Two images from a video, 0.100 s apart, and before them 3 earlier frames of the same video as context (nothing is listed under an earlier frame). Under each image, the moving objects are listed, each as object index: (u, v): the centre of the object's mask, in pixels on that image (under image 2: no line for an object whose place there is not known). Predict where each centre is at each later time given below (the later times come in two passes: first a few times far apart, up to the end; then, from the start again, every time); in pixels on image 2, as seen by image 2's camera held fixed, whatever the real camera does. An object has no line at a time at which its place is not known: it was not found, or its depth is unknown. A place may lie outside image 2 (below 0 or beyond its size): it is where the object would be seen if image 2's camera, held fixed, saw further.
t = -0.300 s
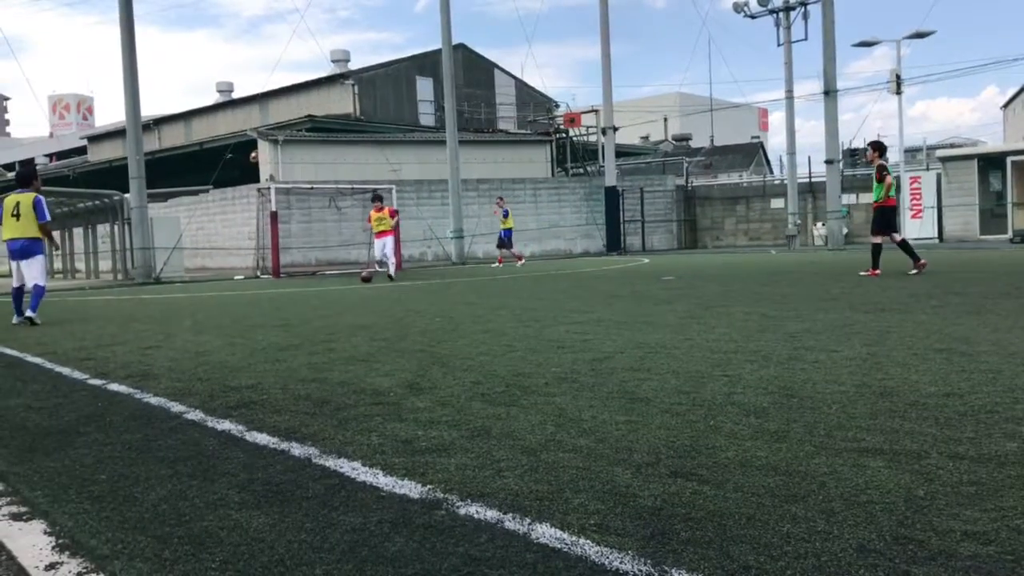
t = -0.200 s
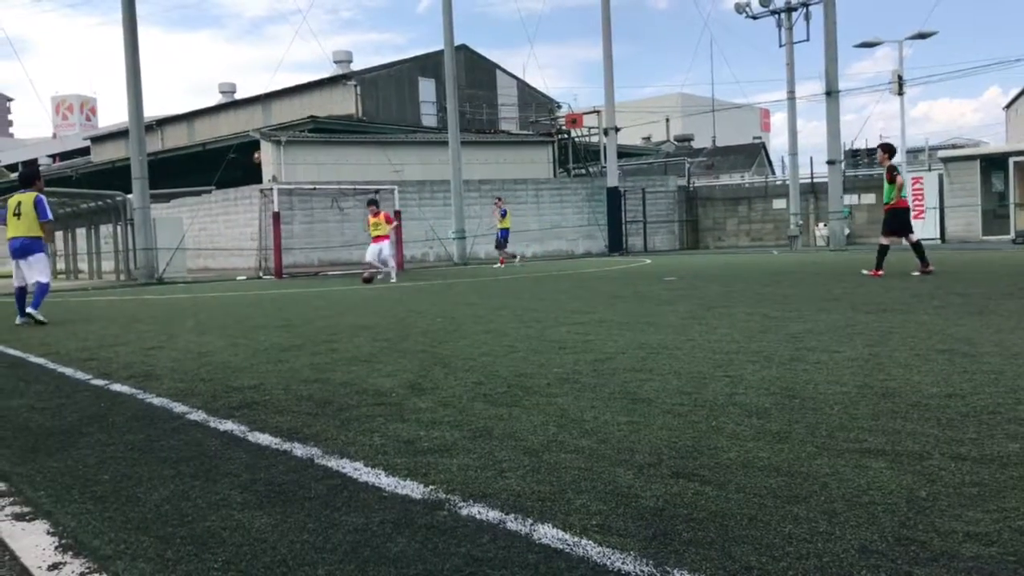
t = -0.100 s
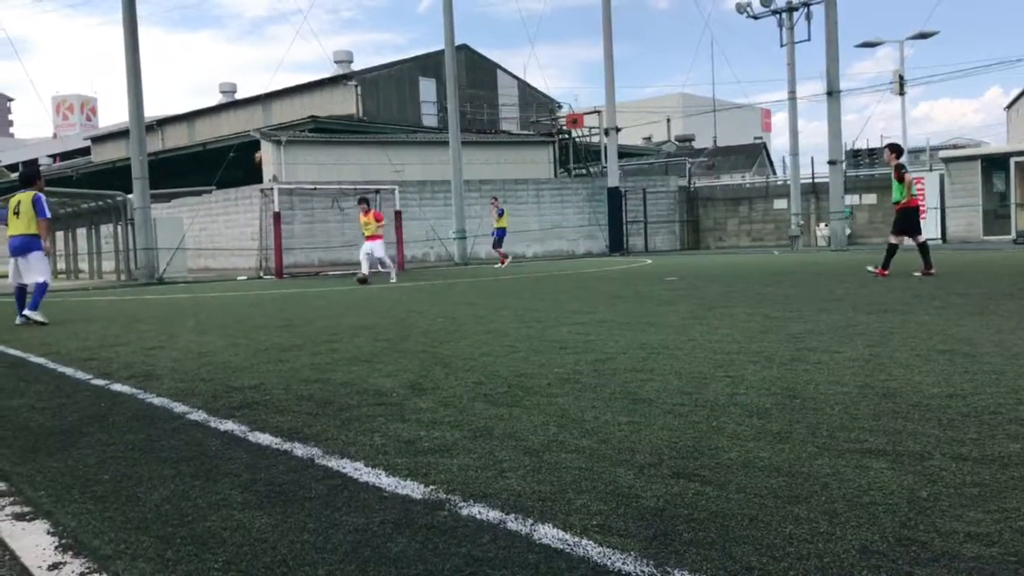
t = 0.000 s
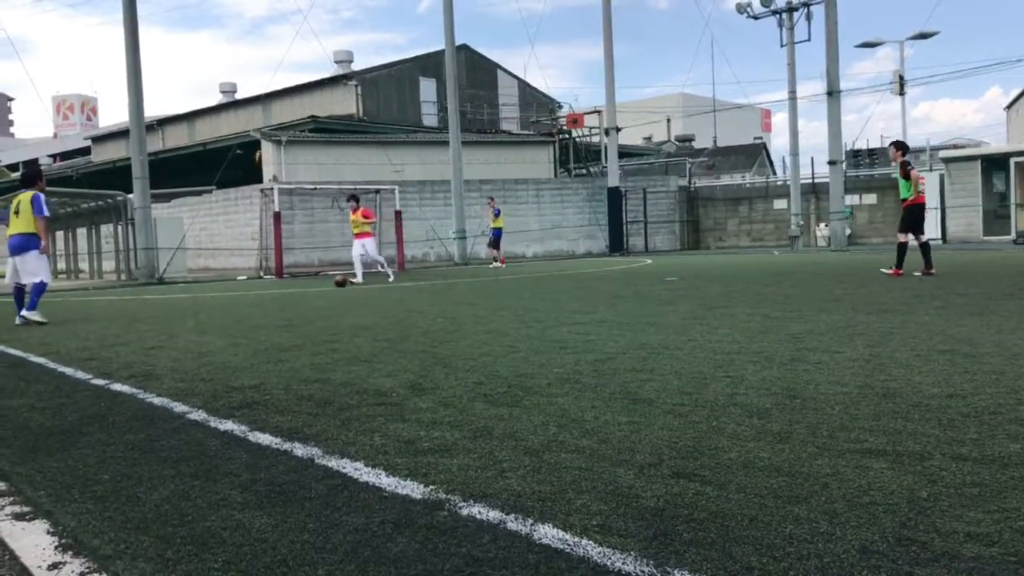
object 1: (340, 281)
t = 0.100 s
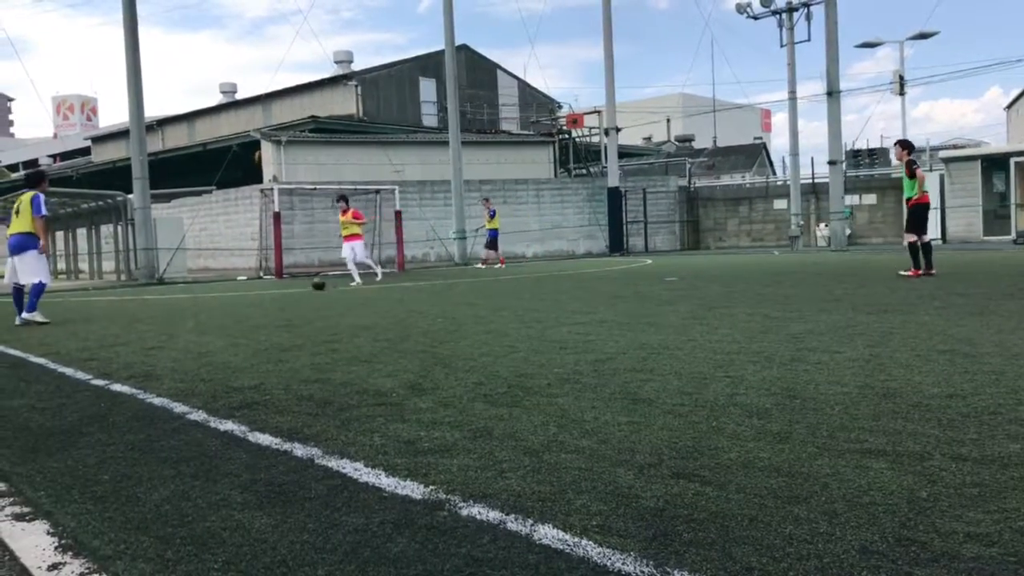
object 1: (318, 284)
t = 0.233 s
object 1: (290, 288)
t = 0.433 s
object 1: (249, 293)
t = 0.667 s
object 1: (203, 298)
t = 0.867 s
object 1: (160, 303)
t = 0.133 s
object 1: (311, 285)
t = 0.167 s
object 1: (304, 286)
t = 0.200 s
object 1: (297, 287)
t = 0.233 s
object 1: (290, 288)
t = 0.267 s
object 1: (282, 289)
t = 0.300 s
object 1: (276, 289)
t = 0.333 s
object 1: (269, 290)
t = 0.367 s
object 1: (262, 291)
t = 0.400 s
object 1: (256, 292)
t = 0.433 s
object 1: (249, 293)
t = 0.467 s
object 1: (243, 294)
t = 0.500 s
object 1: (236, 294)
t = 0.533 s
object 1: (229, 295)
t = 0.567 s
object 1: (223, 296)
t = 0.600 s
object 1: (216, 297)
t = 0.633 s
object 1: (210, 298)
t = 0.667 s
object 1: (203, 298)
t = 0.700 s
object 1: (196, 299)
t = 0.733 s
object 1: (189, 301)
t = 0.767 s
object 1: (182, 301)
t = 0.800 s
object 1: (175, 302)
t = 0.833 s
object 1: (167, 303)
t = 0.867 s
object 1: (160, 303)
